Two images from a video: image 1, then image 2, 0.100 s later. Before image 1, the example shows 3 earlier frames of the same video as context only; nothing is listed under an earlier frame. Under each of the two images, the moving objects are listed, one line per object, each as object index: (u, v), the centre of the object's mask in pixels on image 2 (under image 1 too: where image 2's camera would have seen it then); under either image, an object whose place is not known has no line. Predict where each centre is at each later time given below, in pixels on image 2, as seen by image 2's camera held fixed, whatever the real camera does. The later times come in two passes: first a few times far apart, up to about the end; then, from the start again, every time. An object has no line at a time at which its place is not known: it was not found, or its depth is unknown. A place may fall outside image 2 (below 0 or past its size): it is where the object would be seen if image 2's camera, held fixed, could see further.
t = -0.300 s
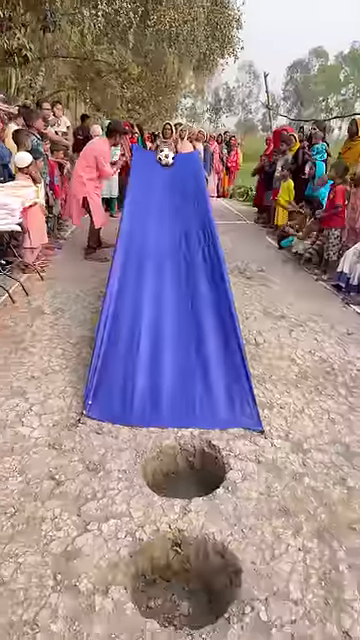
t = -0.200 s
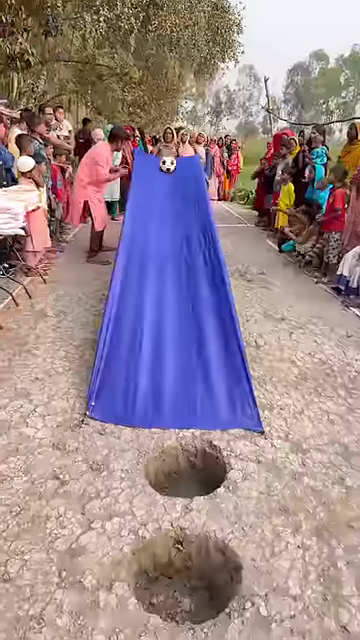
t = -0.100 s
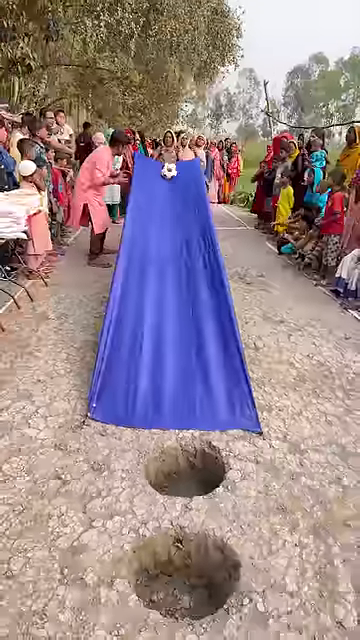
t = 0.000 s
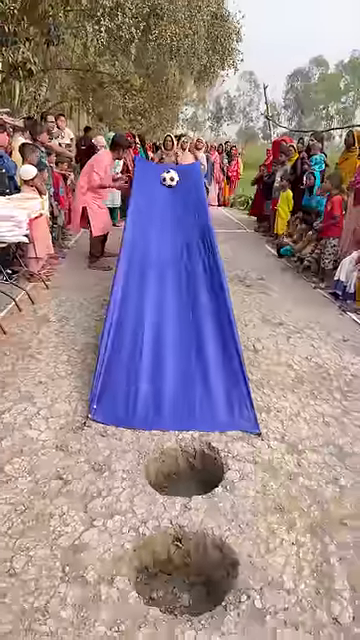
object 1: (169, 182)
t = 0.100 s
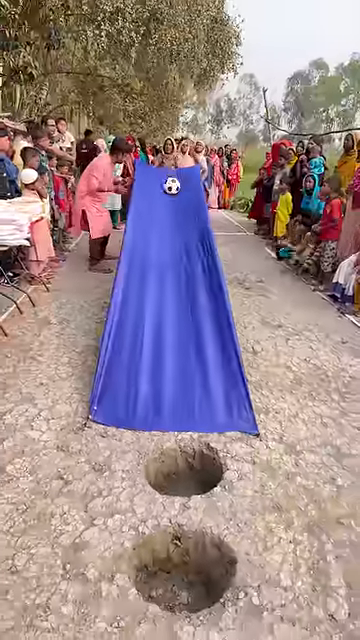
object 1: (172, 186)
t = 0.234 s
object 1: (173, 192)
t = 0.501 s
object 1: (177, 208)
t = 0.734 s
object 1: (177, 225)
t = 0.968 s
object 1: (175, 247)
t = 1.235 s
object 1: (173, 277)
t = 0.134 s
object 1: (172, 187)
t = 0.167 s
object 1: (173, 189)
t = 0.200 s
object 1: (173, 190)
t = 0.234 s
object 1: (173, 192)
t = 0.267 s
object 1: (174, 193)
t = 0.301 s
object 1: (175, 195)
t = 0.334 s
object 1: (175, 197)
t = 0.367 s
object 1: (175, 199)
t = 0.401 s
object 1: (176, 201)
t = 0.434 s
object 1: (177, 203)
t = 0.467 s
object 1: (177, 205)
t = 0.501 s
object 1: (177, 208)
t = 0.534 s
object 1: (177, 210)
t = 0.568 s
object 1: (177, 212)
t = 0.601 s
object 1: (177, 214)
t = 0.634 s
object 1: (177, 217)
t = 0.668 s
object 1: (177, 220)
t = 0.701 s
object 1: (177, 222)
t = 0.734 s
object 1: (177, 225)
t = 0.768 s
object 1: (177, 228)
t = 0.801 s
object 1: (176, 231)
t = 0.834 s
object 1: (176, 234)
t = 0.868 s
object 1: (176, 237)
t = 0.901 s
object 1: (176, 239)
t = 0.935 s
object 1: (175, 243)
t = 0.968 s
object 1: (175, 247)
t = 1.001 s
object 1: (175, 250)
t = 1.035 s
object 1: (174, 253)
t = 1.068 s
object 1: (174, 257)
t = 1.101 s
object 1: (174, 261)
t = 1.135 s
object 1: (174, 264)
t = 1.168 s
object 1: (173, 268)
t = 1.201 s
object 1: (173, 272)
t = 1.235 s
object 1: (173, 277)
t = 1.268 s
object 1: (173, 282)
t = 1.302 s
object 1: (172, 287)
